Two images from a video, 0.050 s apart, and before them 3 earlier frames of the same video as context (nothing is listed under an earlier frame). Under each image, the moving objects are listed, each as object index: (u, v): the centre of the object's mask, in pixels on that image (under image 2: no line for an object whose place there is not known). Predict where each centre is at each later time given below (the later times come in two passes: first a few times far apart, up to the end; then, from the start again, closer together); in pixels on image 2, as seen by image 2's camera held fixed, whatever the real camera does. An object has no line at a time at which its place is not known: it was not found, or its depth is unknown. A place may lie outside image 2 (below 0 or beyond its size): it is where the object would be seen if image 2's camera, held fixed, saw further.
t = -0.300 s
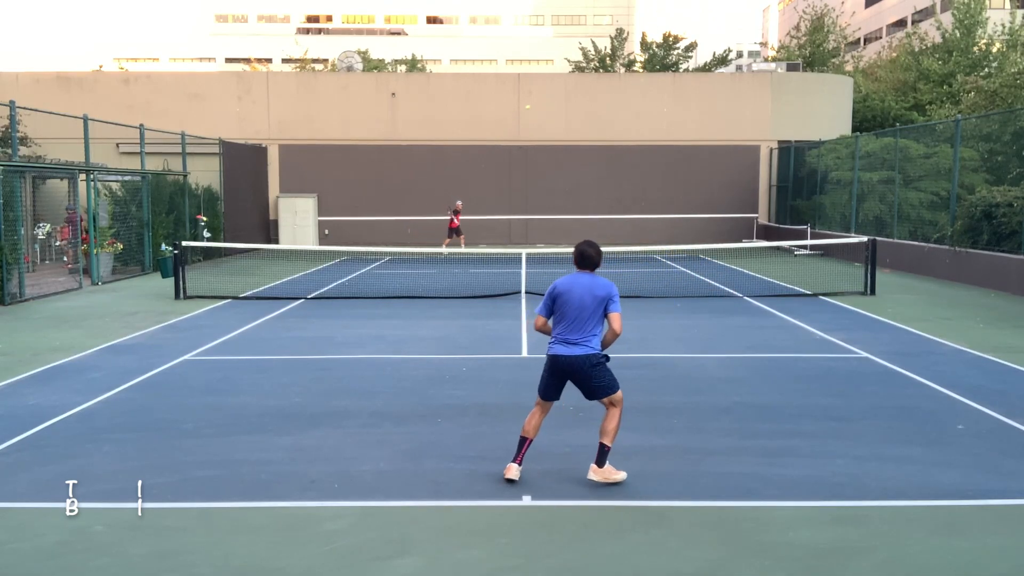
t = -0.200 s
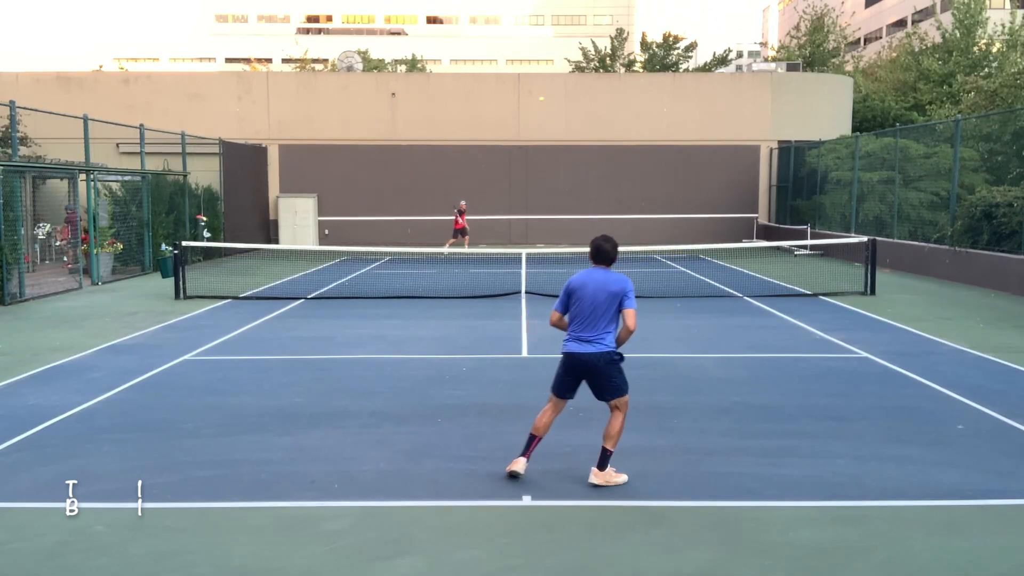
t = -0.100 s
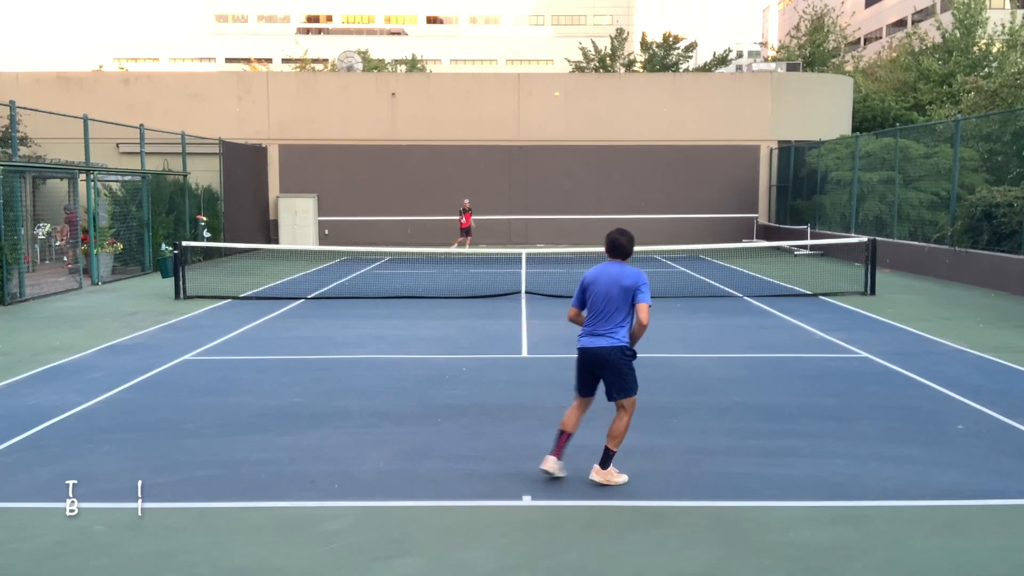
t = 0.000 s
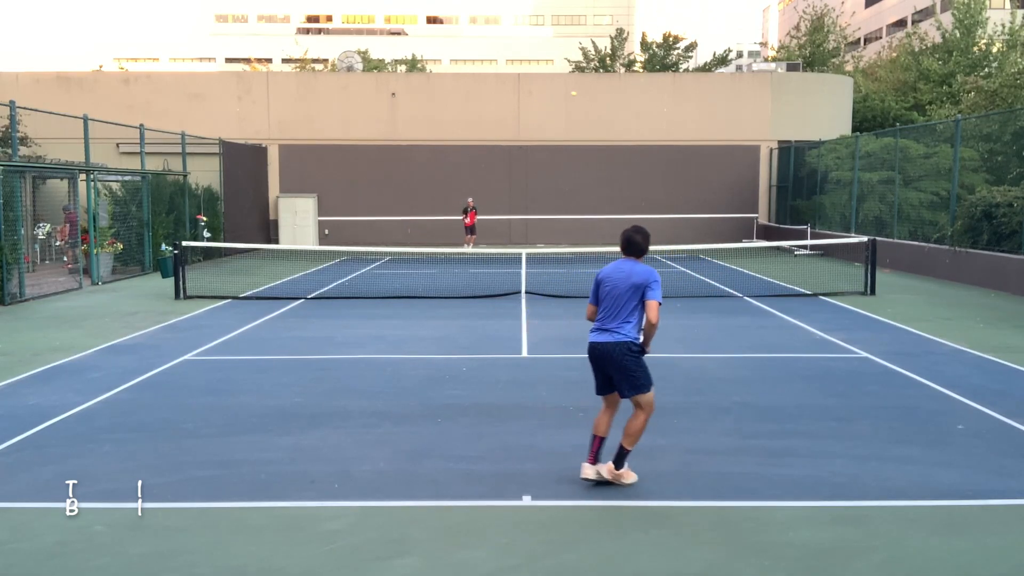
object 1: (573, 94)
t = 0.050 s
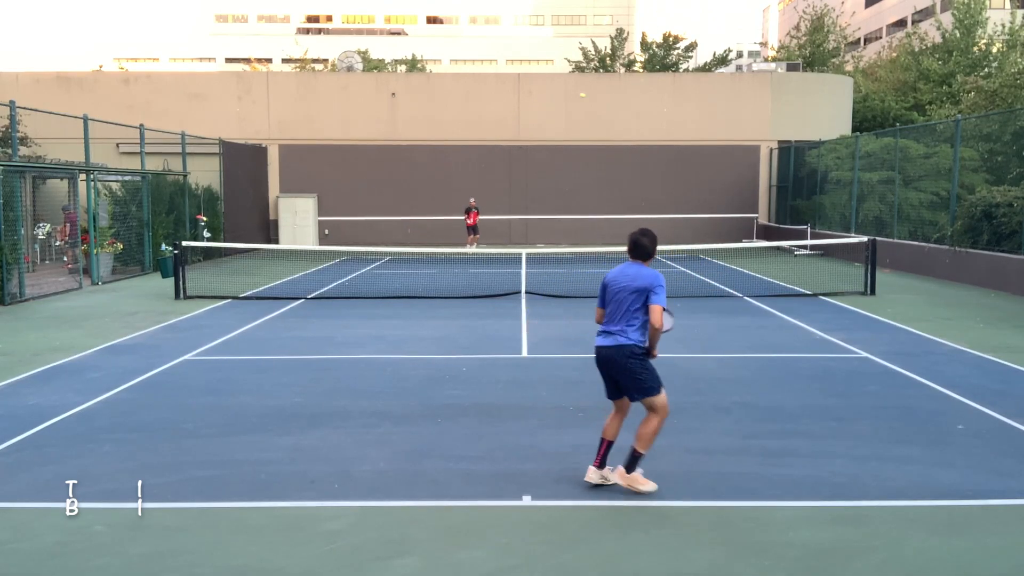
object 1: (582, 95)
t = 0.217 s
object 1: (617, 111)
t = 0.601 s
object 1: (727, 246)
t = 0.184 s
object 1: (609, 107)
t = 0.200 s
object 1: (613, 109)
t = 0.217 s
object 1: (617, 111)
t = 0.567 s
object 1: (714, 227)
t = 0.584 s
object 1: (721, 236)
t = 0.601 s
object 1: (727, 246)
